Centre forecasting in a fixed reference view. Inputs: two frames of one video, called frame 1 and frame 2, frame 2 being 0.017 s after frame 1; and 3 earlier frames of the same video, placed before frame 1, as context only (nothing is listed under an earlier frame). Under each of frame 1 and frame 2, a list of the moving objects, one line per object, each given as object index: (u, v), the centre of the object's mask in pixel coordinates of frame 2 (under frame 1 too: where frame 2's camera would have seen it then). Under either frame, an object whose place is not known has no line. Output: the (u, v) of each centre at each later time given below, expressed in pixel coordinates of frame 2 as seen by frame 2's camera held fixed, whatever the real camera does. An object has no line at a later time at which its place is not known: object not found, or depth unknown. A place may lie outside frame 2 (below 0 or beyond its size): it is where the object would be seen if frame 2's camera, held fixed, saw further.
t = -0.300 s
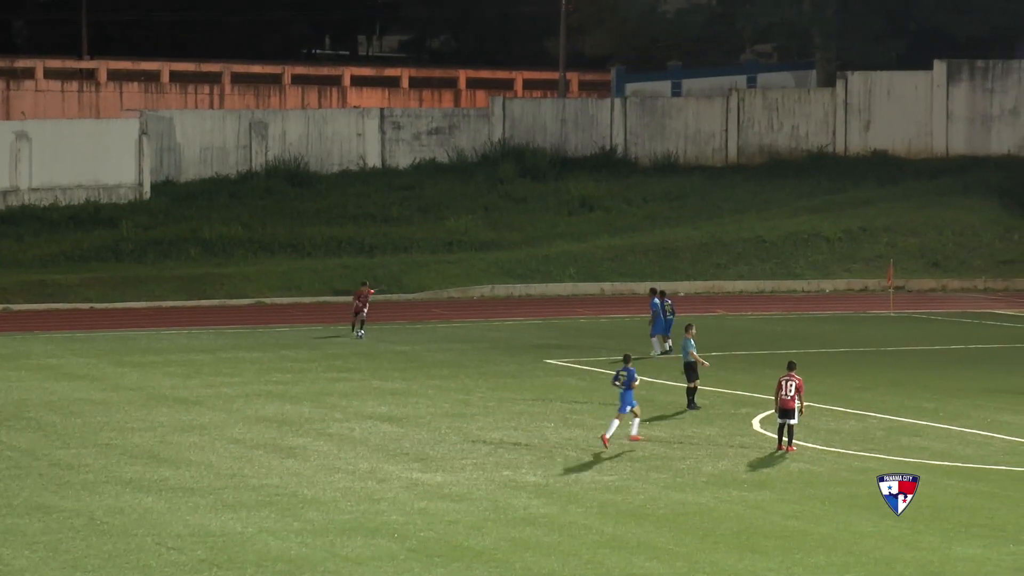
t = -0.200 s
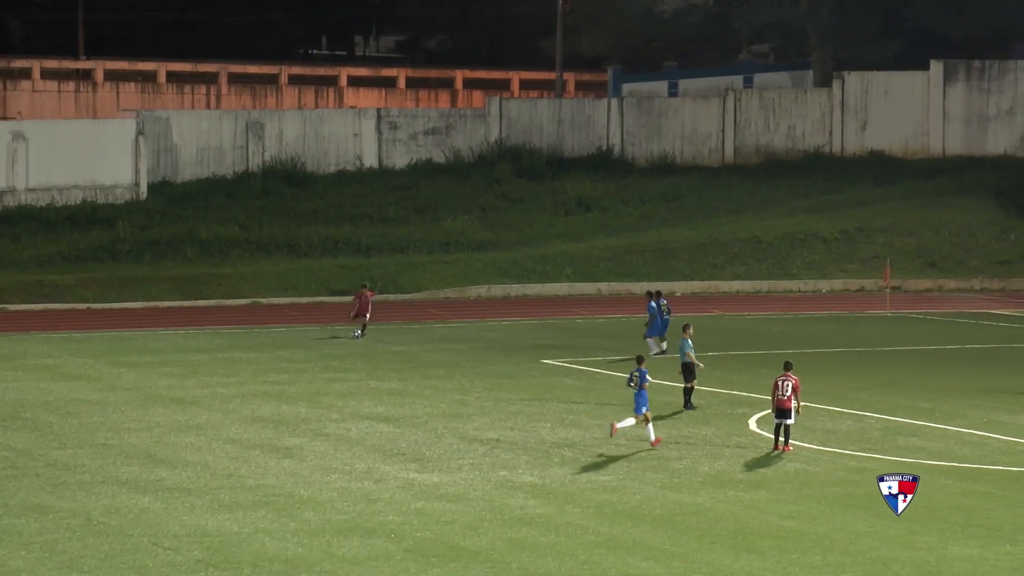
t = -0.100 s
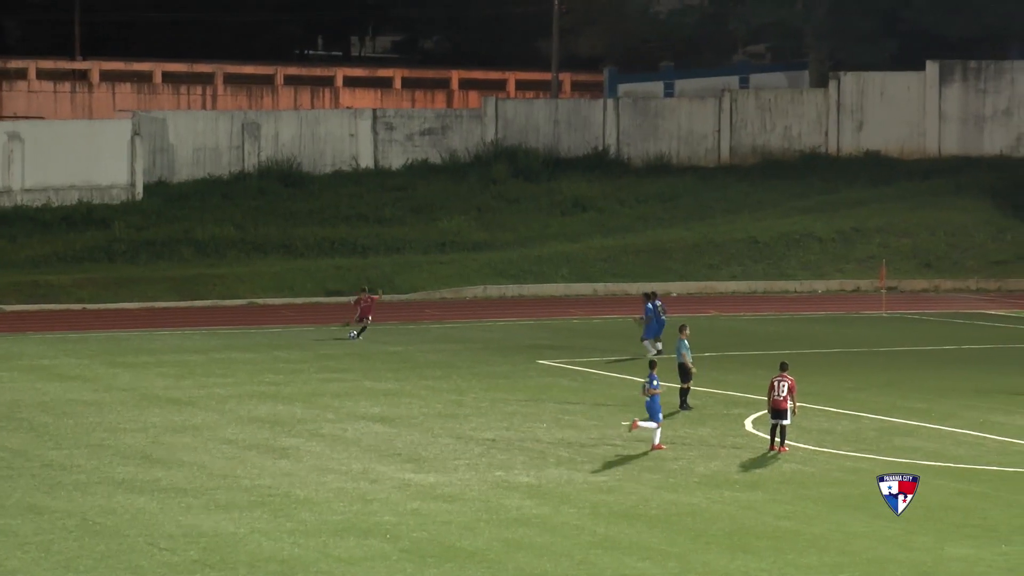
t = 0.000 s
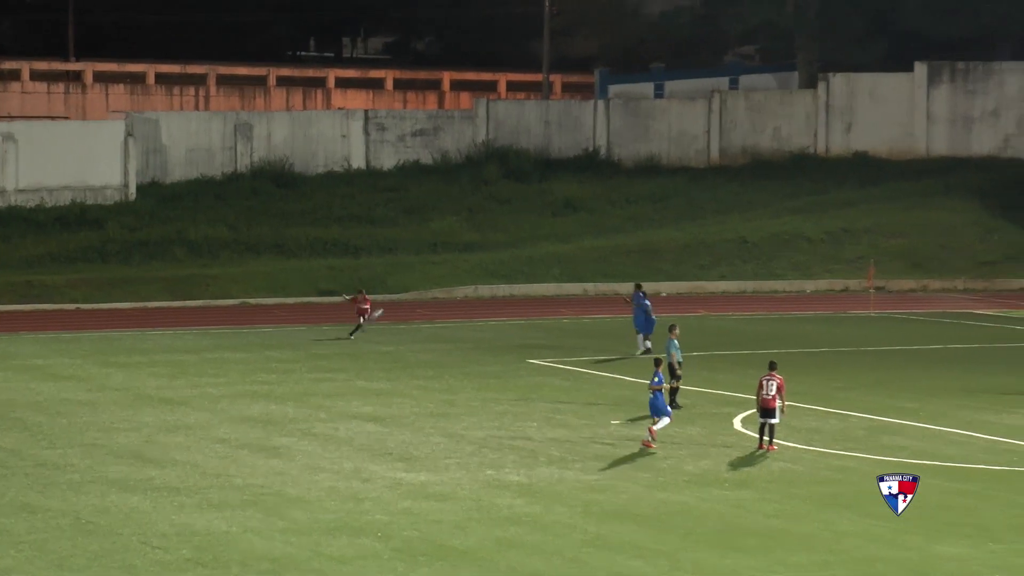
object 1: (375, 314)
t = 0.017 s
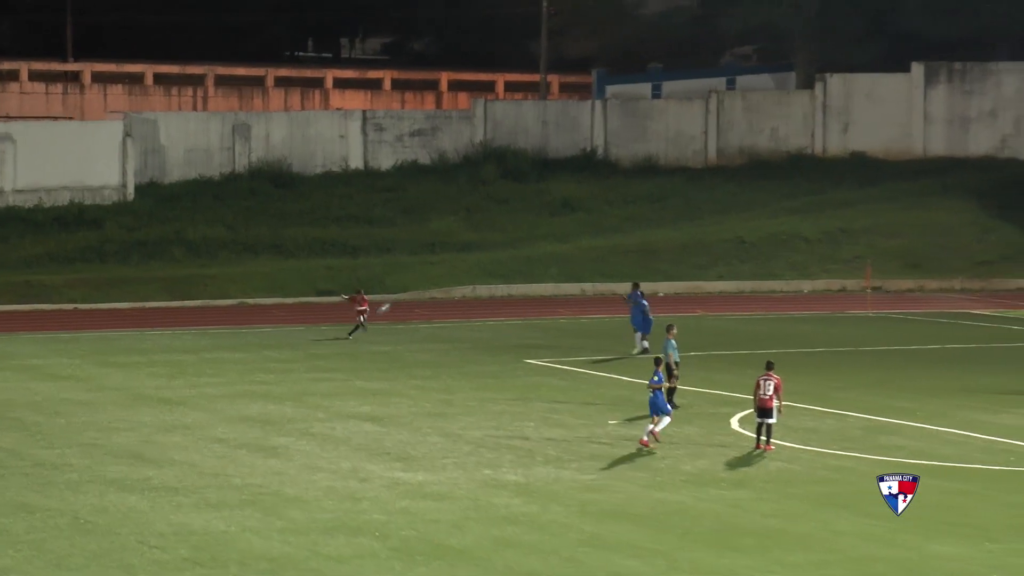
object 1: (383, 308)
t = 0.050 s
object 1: (401, 296)
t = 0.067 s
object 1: (410, 291)
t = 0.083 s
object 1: (417, 286)
